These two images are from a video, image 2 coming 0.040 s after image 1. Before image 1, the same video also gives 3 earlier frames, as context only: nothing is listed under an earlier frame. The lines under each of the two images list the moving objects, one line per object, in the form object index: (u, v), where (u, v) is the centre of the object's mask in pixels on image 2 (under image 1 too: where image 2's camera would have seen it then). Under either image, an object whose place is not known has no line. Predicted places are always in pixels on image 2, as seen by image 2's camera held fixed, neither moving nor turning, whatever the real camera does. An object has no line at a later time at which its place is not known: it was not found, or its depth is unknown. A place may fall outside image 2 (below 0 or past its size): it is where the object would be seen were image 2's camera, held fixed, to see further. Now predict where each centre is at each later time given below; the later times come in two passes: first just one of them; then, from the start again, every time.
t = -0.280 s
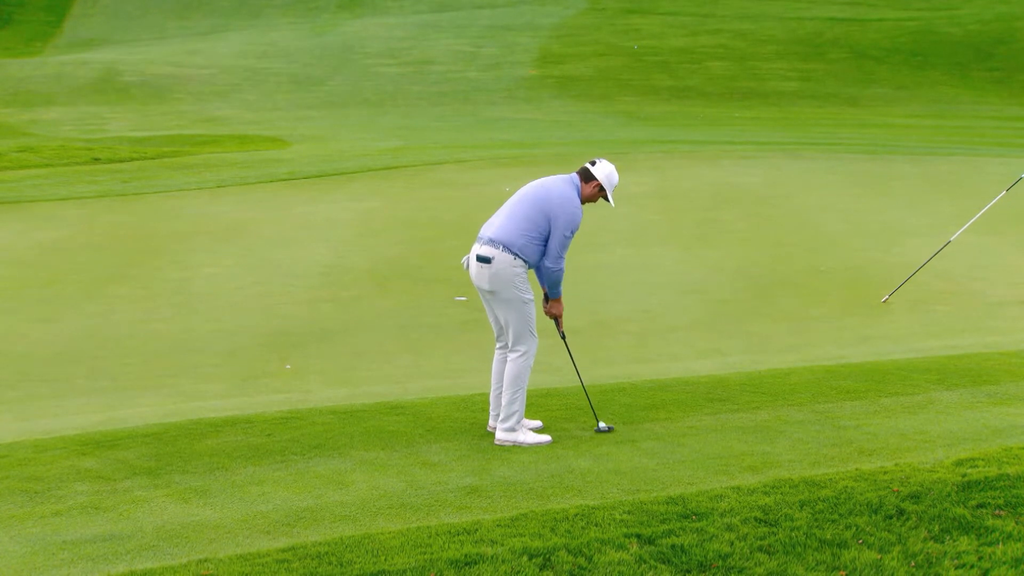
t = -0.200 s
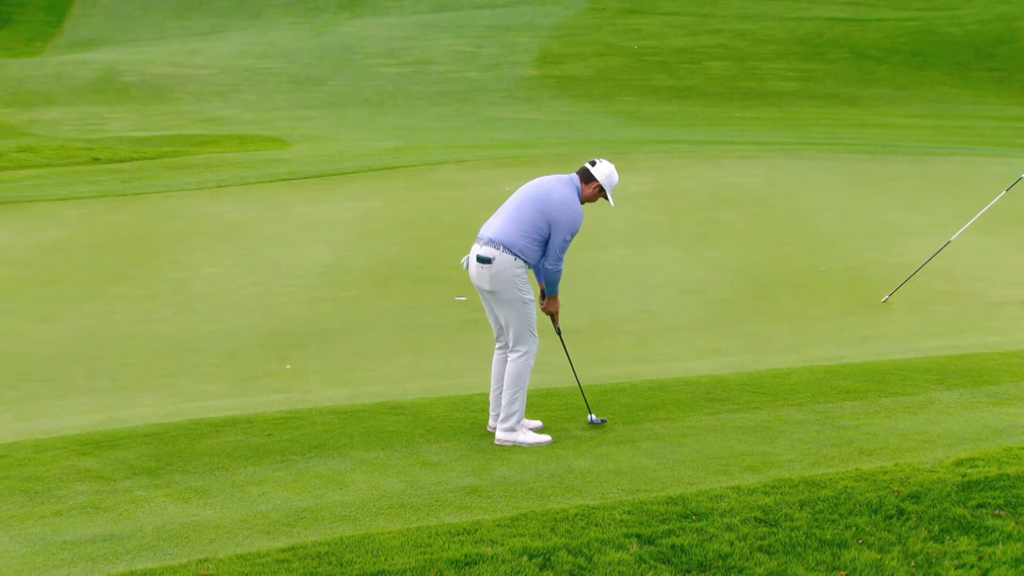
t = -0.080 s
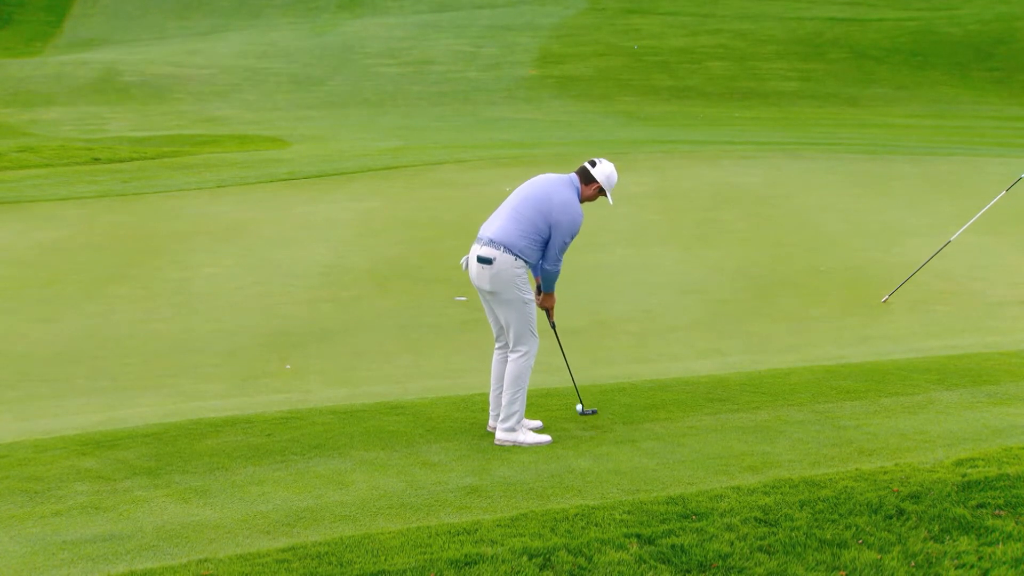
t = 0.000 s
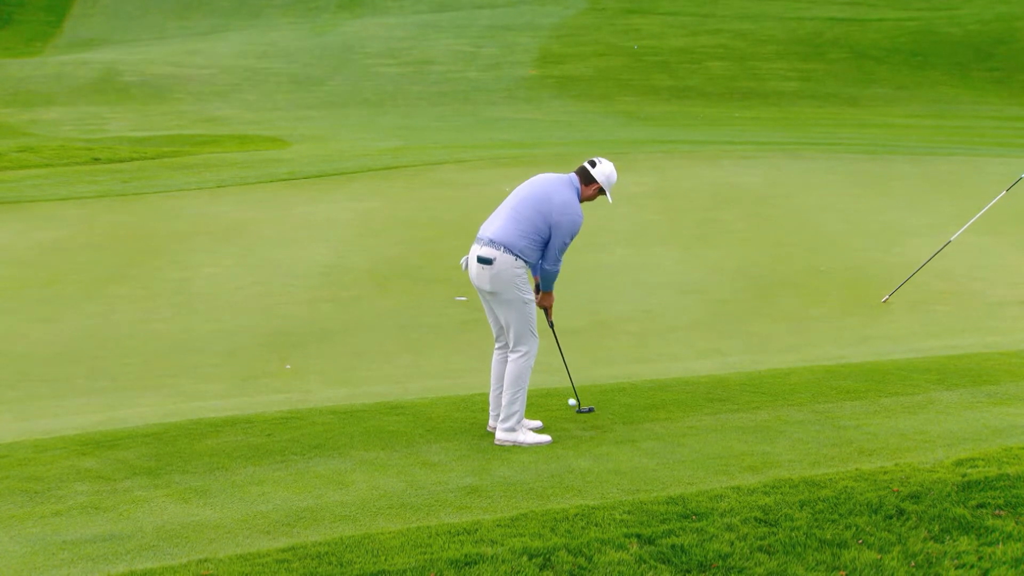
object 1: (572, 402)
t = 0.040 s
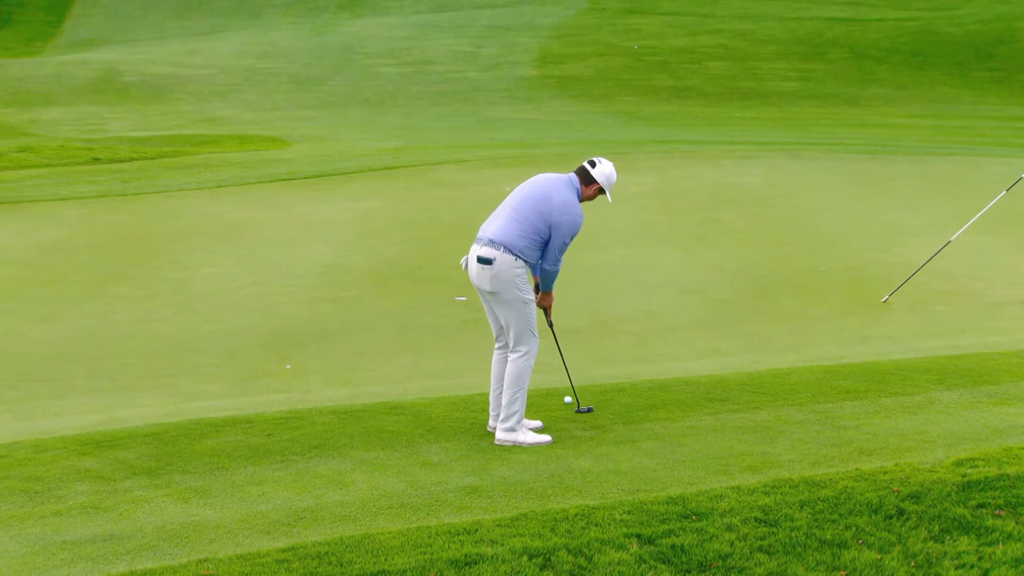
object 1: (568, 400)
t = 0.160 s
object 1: (557, 392)
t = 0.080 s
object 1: (564, 397)
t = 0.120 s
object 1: (560, 394)
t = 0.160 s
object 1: (557, 392)
